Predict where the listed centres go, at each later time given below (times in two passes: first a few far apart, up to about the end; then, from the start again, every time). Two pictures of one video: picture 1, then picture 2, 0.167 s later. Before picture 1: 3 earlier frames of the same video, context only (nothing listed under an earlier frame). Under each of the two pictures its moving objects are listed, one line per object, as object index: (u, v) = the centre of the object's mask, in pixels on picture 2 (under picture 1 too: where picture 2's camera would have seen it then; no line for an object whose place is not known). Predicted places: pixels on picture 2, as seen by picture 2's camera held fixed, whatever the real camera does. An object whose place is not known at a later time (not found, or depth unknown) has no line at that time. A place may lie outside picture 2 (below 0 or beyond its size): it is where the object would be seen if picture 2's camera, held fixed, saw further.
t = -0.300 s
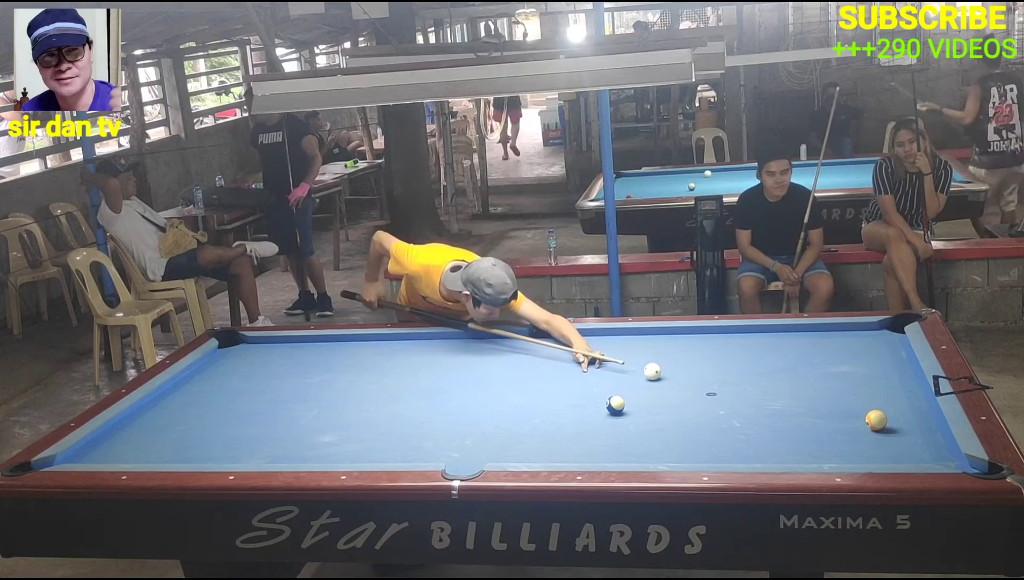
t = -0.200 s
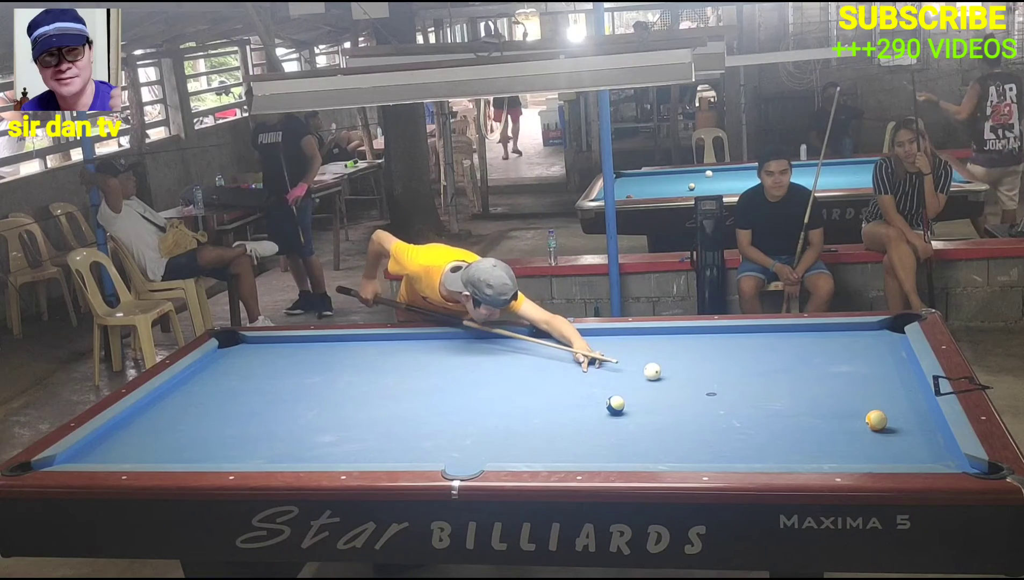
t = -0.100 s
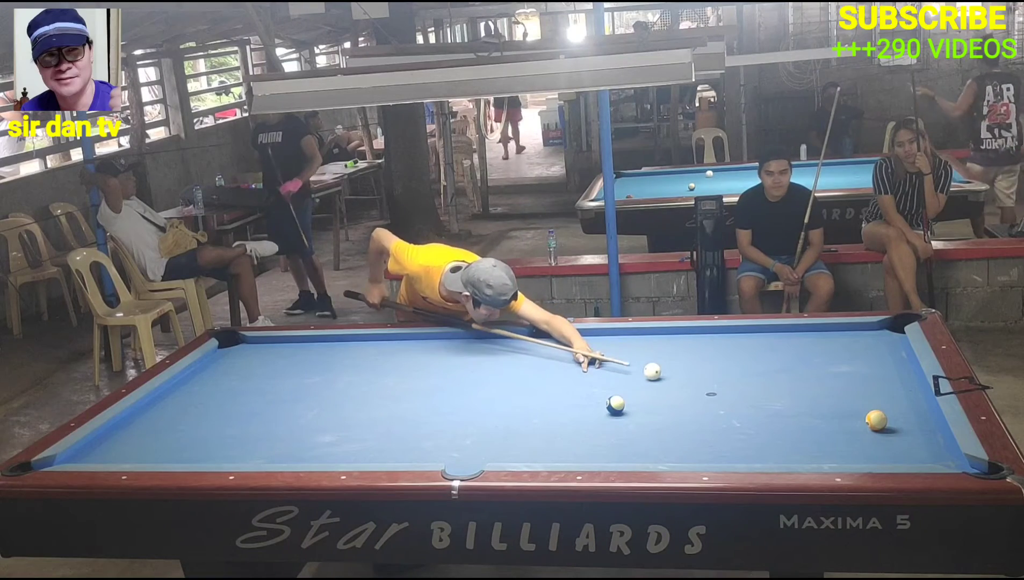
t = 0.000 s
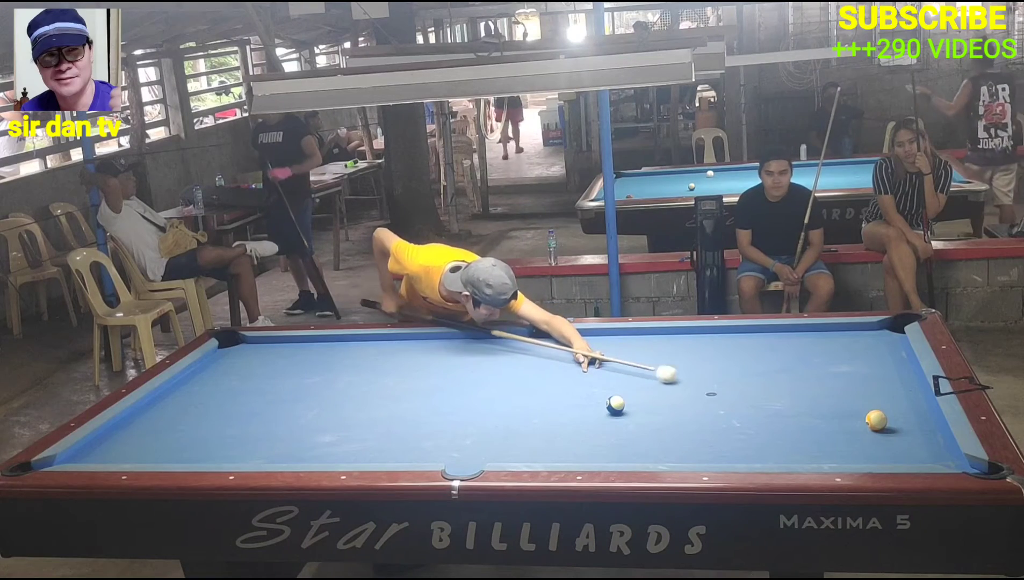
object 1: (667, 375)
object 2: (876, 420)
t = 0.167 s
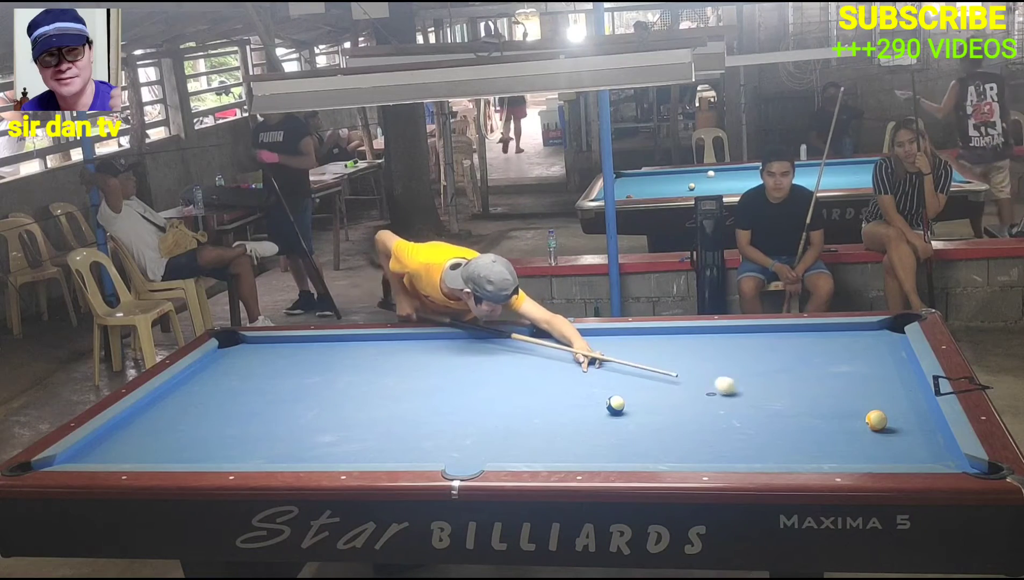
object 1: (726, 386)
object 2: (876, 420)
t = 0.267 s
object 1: (762, 393)
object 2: (876, 420)
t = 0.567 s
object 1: (871, 411)
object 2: (882, 424)
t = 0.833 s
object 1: (926, 409)
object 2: (920, 446)
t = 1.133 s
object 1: (883, 404)
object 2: (962, 468)
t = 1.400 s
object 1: (848, 400)
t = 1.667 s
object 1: (816, 396)
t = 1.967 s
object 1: (785, 392)
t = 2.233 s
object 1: (759, 389)
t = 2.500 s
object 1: (737, 386)
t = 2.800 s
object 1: (714, 384)
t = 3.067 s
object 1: (697, 381)
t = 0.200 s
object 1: (737, 388)
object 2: (876, 420)
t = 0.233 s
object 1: (749, 391)
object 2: (876, 420)
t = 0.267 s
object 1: (762, 393)
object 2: (876, 420)
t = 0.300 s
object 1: (773, 396)
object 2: (876, 420)
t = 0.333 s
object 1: (786, 398)
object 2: (876, 420)
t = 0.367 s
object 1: (799, 400)
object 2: (876, 420)
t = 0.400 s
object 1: (812, 403)
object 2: (876, 420)
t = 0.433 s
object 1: (825, 406)
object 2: (876, 420)
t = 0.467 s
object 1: (838, 408)
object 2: (876, 420)
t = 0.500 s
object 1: (851, 411)
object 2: (876, 420)
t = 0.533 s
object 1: (862, 412)
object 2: (877, 420)
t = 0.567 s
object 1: (871, 411)
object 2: (882, 424)
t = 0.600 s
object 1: (880, 410)
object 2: (888, 427)
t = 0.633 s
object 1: (889, 411)
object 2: (893, 430)
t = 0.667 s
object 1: (897, 411)
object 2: (897, 432)
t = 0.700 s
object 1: (906, 411)
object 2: (902, 435)
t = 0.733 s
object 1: (914, 411)
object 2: (906, 437)
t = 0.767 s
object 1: (922, 410)
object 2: (911, 440)
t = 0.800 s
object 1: (930, 410)
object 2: (916, 443)
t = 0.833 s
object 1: (926, 409)
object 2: (920, 446)
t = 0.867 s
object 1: (921, 409)
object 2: (925, 449)
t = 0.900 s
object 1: (916, 409)
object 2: (930, 452)
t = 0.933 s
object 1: (911, 408)
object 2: (934, 454)
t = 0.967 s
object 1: (906, 407)
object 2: (939, 456)
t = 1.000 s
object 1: (901, 406)
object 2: (944, 458)
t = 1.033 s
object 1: (896, 406)
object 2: (949, 460)
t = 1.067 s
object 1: (892, 405)
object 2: (953, 463)
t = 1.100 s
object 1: (887, 405)
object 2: (959, 465)
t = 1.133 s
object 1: (883, 404)
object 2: (962, 468)
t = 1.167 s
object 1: (878, 404)
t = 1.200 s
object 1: (874, 403)
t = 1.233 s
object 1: (869, 403)
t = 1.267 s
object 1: (865, 402)
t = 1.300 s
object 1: (860, 402)
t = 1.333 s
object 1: (856, 401)
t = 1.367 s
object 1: (852, 401)
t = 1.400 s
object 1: (848, 400)
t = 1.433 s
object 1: (844, 400)
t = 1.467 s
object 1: (839, 399)
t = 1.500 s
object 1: (835, 399)
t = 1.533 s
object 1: (832, 398)
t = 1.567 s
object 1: (827, 398)
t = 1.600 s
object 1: (824, 397)
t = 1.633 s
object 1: (820, 397)
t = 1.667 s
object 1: (816, 396)
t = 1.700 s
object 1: (813, 396)
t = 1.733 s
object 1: (809, 395)
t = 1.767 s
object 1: (805, 395)
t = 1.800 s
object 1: (802, 394)
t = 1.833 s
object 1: (798, 394)
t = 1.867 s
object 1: (795, 394)
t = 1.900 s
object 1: (791, 393)
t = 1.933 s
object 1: (788, 393)
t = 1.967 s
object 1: (785, 392)
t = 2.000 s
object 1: (781, 392)
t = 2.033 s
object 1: (778, 391)
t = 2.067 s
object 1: (774, 391)
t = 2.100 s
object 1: (771, 391)
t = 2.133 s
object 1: (768, 391)
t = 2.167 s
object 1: (765, 390)
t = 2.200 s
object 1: (762, 390)
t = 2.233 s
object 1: (759, 389)
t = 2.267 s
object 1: (756, 389)
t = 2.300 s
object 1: (754, 388)
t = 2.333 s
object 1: (751, 388)
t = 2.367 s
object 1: (748, 388)
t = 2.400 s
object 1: (745, 387)
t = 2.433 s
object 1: (742, 387)
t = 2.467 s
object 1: (740, 386)
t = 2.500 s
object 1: (737, 386)
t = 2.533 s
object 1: (734, 386)
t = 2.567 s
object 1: (732, 386)
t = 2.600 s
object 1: (729, 385)
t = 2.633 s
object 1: (727, 385)
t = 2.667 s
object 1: (724, 384)
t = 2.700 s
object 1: (722, 384)
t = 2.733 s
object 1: (719, 384)
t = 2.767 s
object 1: (717, 384)
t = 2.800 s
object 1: (714, 384)
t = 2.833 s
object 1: (712, 383)
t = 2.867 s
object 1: (710, 383)
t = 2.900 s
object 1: (707, 383)
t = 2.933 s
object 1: (705, 382)
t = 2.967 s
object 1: (703, 382)
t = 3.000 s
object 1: (701, 382)
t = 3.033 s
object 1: (699, 381)
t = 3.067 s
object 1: (697, 381)
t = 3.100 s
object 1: (694, 381)
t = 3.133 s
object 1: (693, 381)
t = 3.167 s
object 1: (691, 381)
